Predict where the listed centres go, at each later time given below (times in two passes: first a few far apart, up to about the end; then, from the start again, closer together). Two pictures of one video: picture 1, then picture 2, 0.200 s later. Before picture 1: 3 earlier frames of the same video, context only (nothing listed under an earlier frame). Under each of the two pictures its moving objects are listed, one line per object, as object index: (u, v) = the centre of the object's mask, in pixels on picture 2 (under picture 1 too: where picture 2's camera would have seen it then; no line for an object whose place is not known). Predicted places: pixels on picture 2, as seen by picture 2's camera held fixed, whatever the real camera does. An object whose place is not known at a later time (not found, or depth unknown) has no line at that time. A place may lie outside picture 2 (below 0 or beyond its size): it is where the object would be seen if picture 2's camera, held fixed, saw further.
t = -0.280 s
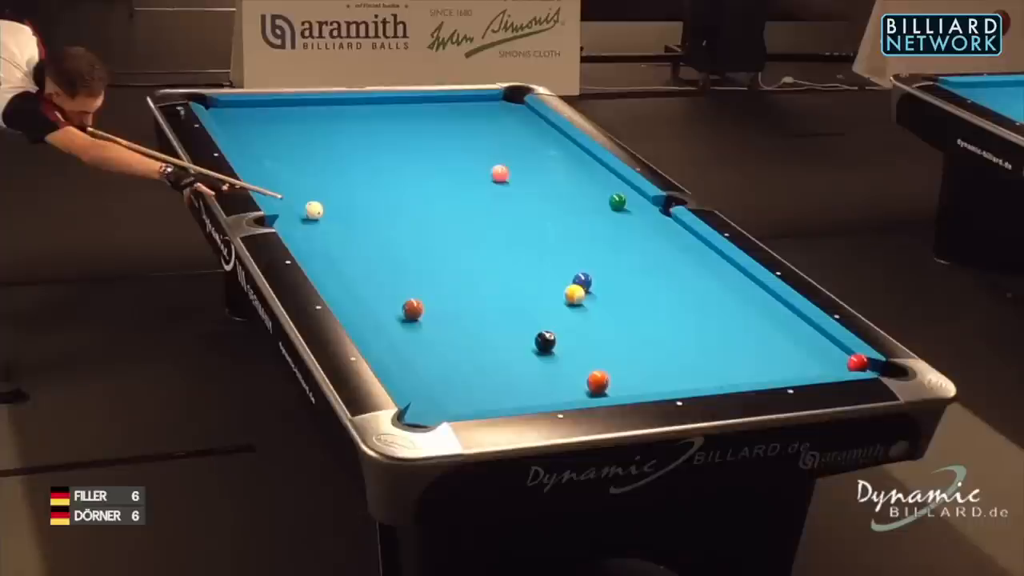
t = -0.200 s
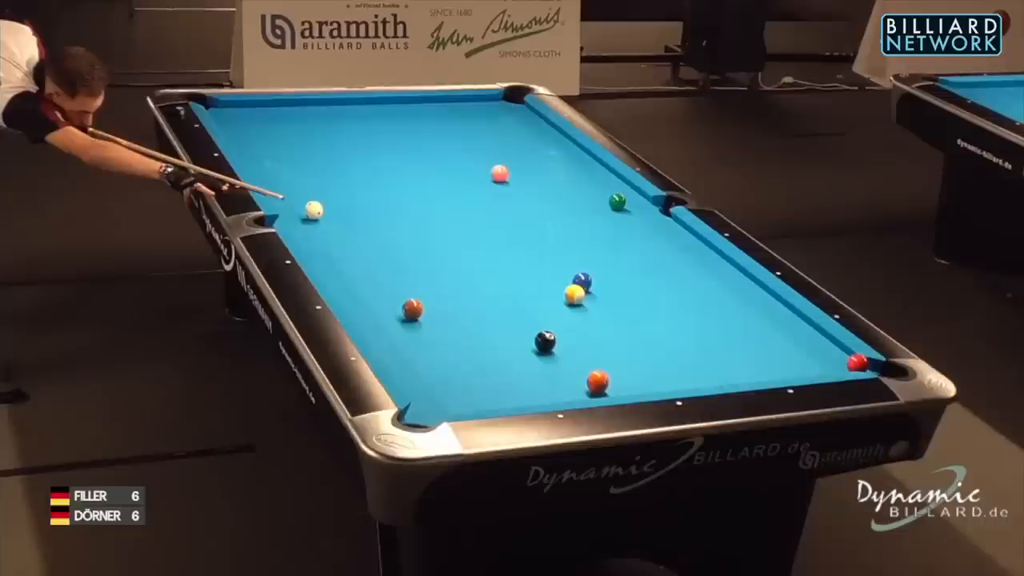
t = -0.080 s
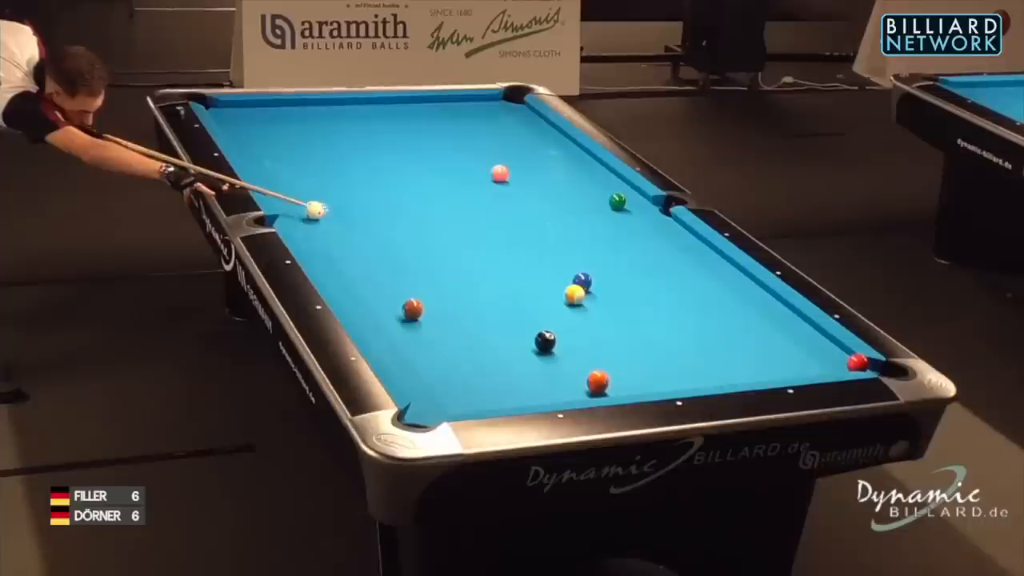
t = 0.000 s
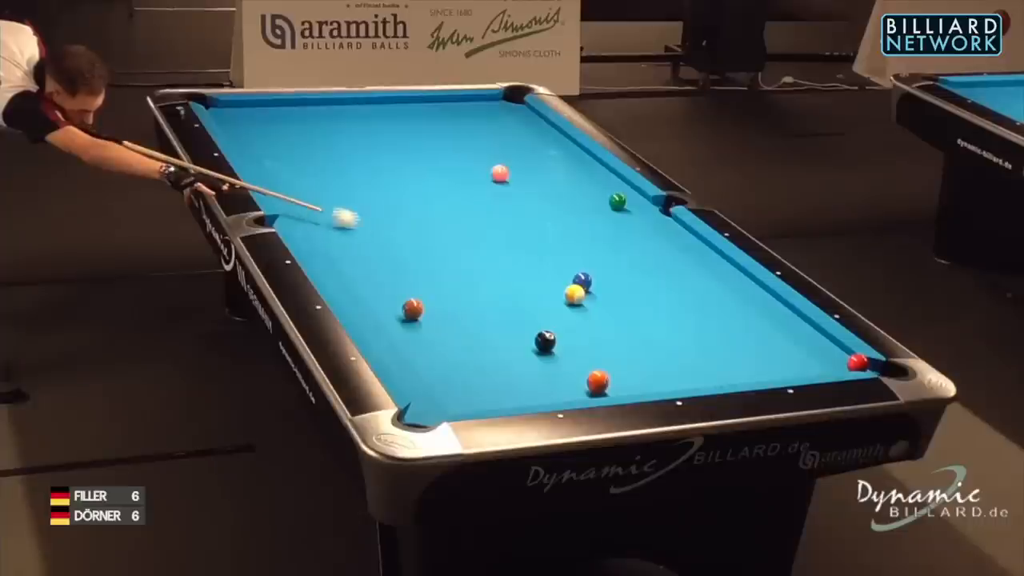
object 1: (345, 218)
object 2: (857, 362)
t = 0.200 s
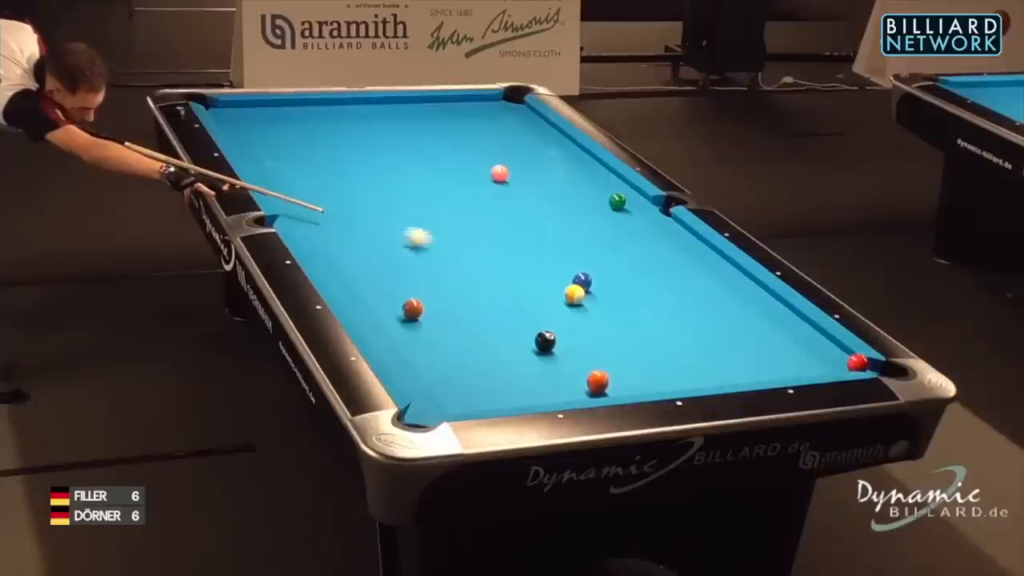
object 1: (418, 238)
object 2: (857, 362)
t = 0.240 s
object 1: (432, 241)
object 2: (857, 362)
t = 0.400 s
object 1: (491, 257)
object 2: (858, 362)
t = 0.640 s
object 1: (567, 276)
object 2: (857, 362)
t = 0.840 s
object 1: (588, 279)
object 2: (857, 362)
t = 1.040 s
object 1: (610, 282)
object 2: (857, 362)
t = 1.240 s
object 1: (630, 285)
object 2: (857, 362)
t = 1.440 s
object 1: (650, 288)
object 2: (857, 362)
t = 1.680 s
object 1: (672, 291)
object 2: (873, 364)
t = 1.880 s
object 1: (688, 294)
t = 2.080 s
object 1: (705, 296)
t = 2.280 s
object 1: (719, 298)
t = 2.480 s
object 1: (732, 301)
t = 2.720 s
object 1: (747, 302)
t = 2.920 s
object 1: (757, 305)
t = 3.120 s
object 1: (767, 306)
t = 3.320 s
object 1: (775, 308)
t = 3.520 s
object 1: (782, 308)
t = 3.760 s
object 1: (786, 307)
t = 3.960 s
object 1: (784, 307)
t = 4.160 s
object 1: (784, 307)
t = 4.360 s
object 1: (784, 307)
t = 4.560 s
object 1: (783, 307)
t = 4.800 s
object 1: (783, 307)
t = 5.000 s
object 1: (783, 307)
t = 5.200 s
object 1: (783, 307)
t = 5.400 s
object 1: (784, 307)
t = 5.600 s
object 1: (783, 307)
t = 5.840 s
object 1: (783, 307)
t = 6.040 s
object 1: (783, 306)
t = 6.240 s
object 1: (783, 306)
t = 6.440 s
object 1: (783, 306)
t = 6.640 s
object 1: (783, 306)
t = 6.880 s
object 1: (783, 306)
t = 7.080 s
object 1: (783, 306)
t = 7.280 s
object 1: (783, 306)
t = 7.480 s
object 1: (783, 306)
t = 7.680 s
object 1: (783, 306)
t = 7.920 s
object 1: (784, 306)
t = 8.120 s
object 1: (783, 306)
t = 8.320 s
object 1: (783, 306)
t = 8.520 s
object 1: (783, 306)
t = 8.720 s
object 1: (783, 306)
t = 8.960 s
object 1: (783, 306)
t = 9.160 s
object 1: (783, 306)
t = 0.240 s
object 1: (432, 241)
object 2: (857, 362)
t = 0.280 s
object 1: (447, 246)
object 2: (857, 362)
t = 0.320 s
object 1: (461, 249)
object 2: (857, 362)
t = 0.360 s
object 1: (476, 253)
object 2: (857, 362)
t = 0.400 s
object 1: (491, 257)
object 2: (858, 362)
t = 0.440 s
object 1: (507, 261)
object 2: (858, 362)
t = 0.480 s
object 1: (522, 265)
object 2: (857, 362)
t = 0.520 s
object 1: (536, 269)
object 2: (857, 362)
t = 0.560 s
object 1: (551, 272)
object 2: (857, 362)
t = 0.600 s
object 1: (564, 275)
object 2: (857, 362)
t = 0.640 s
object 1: (567, 276)
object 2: (857, 362)
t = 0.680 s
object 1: (570, 276)
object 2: (857, 362)
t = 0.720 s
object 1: (575, 276)
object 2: (857, 363)
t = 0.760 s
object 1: (580, 277)
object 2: (857, 362)
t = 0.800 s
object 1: (584, 278)
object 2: (857, 362)
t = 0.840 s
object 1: (588, 279)
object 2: (857, 362)
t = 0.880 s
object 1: (593, 279)
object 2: (857, 362)
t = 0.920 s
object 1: (597, 280)
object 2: (857, 362)
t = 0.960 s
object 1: (601, 281)
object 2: (857, 362)
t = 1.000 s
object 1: (606, 281)
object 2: (857, 362)
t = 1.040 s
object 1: (610, 282)
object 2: (857, 362)
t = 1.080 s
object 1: (615, 283)
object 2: (857, 362)
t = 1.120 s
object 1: (618, 283)
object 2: (857, 362)
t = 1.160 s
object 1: (622, 284)
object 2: (857, 362)
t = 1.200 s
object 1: (627, 285)
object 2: (857, 362)
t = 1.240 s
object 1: (630, 285)
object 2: (857, 362)
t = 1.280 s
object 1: (634, 286)
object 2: (857, 362)
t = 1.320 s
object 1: (638, 287)
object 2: (857, 362)
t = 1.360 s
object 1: (642, 287)
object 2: (857, 362)
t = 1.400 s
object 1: (646, 288)
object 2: (857, 362)
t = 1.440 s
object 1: (650, 288)
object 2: (857, 362)
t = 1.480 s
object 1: (653, 289)
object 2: (857, 362)
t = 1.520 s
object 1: (657, 289)
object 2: (857, 362)
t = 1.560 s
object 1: (661, 290)
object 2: (857, 362)
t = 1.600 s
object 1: (665, 290)
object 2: (861, 362)
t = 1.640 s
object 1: (668, 291)
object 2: (868, 363)
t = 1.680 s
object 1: (672, 291)
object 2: (873, 364)
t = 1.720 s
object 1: (675, 292)
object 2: (877, 366)
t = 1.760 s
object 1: (678, 292)
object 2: (881, 370)
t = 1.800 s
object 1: (682, 293)
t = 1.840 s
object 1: (685, 293)
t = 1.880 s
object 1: (688, 294)
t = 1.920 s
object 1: (692, 295)
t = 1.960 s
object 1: (695, 295)
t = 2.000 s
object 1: (698, 295)
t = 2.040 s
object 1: (701, 296)
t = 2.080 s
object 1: (705, 296)
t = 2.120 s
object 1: (708, 297)
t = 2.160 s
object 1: (710, 297)
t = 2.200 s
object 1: (713, 298)
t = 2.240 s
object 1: (716, 298)
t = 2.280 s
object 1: (719, 298)
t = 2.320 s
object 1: (722, 299)
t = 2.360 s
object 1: (724, 299)
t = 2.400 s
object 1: (727, 300)
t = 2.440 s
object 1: (730, 300)
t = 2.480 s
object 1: (732, 301)
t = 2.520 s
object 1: (735, 301)
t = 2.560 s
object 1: (738, 301)
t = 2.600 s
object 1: (740, 301)
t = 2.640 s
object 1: (742, 302)
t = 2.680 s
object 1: (745, 302)
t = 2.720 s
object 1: (747, 302)
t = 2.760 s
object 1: (749, 303)
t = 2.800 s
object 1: (751, 303)
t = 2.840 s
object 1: (753, 304)
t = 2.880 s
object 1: (756, 304)
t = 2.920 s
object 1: (757, 305)
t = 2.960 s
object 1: (760, 305)
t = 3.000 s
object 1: (761, 305)
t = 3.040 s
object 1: (764, 305)
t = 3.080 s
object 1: (765, 306)
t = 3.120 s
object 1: (767, 306)
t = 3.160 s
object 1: (769, 306)
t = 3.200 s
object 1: (770, 307)
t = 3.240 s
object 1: (772, 307)
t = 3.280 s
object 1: (774, 307)
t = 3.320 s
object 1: (775, 308)
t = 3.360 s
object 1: (777, 308)
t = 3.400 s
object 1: (778, 308)
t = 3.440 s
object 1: (779, 308)
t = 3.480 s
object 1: (781, 308)
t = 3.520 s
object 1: (782, 308)
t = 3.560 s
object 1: (783, 308)
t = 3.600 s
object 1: (784, 308)
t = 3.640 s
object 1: (786, 307)
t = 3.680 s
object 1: (786, 307)
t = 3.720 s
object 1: (786, 307)
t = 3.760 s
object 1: (786, 307)
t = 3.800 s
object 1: (786, 307)
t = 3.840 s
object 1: (785, 307)
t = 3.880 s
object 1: (785, 307)
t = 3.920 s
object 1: (785, 307)
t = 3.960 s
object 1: (784, 307)
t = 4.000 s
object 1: (784, 307)
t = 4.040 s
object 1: (784, 307)
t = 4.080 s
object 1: (784, 307)
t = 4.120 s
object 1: (784, 307)
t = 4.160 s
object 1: (784, 307)
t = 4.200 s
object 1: (784, 307)
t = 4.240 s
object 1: (784, 307)
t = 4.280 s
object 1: (783, 307)
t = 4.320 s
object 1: (783, 307)
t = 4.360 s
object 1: (784, 307)
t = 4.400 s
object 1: (783, 307)
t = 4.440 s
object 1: (783, 307)
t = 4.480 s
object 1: (783, 307)
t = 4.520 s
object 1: (783, 307)
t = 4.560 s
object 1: (783, 307)
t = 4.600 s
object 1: (783, 307)
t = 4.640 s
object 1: (784, 307)
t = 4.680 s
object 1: (784, 307)
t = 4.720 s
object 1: (783, 307)
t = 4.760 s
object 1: (783, 307)
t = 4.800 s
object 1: (783, 307)
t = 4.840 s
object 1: (784, 306)
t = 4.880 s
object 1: (784, 306)
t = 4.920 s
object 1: (784, 306)
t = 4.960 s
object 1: (784, 306)
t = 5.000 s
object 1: (783, 307)
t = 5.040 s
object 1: (783, 307)
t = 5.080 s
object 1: (783, 307)
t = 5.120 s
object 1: (783, 307)
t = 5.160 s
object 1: (783, 307)
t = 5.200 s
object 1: (783, 307)
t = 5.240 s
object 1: (783, 306)
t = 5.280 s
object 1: (784, 306)
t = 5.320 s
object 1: (784, 307)
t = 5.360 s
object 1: (784, 306)
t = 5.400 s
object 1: (784, 307)
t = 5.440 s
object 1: (783, 307)
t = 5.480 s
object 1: (784, 307)
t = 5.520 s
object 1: (783, 307)
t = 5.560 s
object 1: (783, 307)
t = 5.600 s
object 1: (783, 307)
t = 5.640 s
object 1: (783, 307)
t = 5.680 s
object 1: (783, 307)
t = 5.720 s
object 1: (783, 307)
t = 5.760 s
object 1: (783, 307)
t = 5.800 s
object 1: (783, 307)
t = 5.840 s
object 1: (783, 307)
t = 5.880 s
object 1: (783, 307)
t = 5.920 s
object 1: (783, 306)
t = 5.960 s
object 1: (783, 306)
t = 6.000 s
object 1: (783, 306)
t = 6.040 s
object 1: (783, 306)
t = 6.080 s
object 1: (783, 307)
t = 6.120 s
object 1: (783, 307)
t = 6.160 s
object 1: (783, 306)
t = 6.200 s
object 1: (783, 307)
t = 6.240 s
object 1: (783, 306)
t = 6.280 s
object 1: (783, 307)
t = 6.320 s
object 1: (783, 307)
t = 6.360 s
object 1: (783, 306)
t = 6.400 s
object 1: (783, 306)
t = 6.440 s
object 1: (783, 306)
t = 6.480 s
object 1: (783, 306)
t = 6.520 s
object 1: (783, 306)
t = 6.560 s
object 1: (783, 306)
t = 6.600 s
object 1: (783, 306)
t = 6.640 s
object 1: (783, 306)
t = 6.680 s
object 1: (783, 306)
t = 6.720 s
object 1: (783, 306)
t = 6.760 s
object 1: (783, 306)
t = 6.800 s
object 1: (783, 306)
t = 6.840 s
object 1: (783, 306)
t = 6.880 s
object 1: (783, 306)
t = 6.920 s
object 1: (783, 306)
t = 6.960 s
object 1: (783, 306)
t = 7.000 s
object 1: (783, 306)
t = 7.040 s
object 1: (783, 306)
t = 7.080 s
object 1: (783, 306)
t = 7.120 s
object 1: (783, 306)
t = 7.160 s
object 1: (783, 306)
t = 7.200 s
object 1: (783, 306)
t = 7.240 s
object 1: (783, 306)
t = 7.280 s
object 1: (783, 306)
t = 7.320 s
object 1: (783, 306)
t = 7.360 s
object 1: (783, 306)
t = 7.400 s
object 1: (783, 306)
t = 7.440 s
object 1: (783, 306)
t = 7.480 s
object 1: (783, 306)
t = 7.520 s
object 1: (783, 306)
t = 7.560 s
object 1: (783, 306)
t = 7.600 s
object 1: (783, 306)
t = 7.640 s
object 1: (783, 306)
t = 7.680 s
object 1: (783, 306)
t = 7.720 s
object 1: (783, 306)
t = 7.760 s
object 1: (783, 306)
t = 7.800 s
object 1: (783, 306)
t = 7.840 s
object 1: (783, 306)
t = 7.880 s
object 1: (784, 306)
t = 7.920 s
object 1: (784, 306)
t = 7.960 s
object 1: (783, 306)
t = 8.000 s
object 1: (783, 306)
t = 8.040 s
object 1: (784, 306)
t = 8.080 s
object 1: (784, 306)
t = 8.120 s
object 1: (783, 306)
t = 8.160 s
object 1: (784, 306)
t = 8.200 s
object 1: (784, 306)
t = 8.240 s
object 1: (784, 306)
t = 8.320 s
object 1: (783, 306)
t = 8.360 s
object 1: (783, 306)
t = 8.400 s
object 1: (783, 306)
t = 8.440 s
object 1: (783, 306)
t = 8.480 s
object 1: (783, 306)
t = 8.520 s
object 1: (783, 306)
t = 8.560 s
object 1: (783, 306)
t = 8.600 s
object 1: (783, 306)
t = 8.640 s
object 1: (783, 306)
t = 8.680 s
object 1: (783, 306)
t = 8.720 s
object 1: (783, 306)
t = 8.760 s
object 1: (783, 306)
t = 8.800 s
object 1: (783, 306)
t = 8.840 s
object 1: (783, 306)
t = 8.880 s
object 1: (783, 306)
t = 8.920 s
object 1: (783, 307)
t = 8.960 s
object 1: (783, 306)
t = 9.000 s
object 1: (783, 306)
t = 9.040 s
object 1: (783, 306)
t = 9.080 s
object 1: (783, 306)
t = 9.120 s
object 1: (783, 306)
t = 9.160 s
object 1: (783, 306)
